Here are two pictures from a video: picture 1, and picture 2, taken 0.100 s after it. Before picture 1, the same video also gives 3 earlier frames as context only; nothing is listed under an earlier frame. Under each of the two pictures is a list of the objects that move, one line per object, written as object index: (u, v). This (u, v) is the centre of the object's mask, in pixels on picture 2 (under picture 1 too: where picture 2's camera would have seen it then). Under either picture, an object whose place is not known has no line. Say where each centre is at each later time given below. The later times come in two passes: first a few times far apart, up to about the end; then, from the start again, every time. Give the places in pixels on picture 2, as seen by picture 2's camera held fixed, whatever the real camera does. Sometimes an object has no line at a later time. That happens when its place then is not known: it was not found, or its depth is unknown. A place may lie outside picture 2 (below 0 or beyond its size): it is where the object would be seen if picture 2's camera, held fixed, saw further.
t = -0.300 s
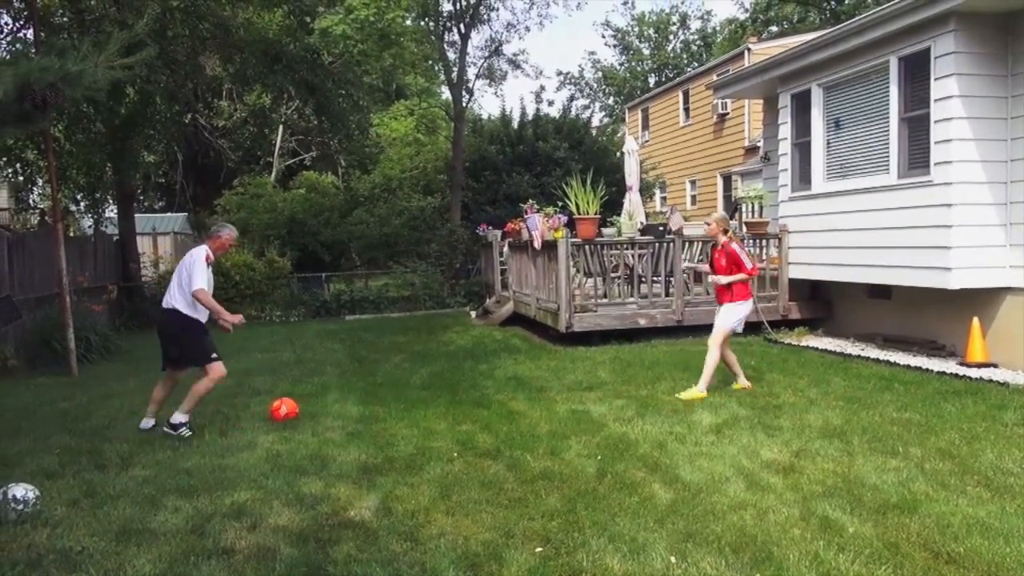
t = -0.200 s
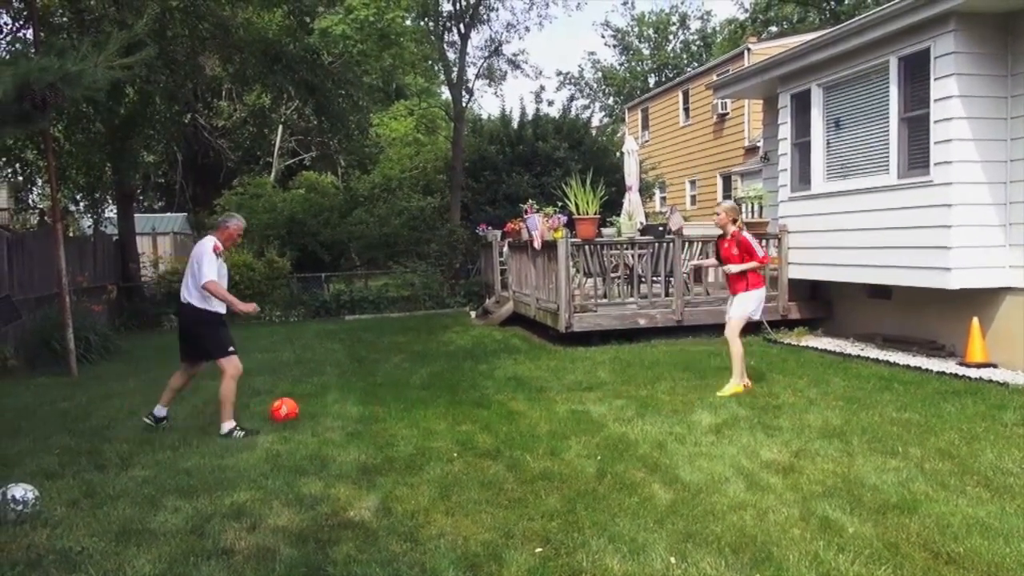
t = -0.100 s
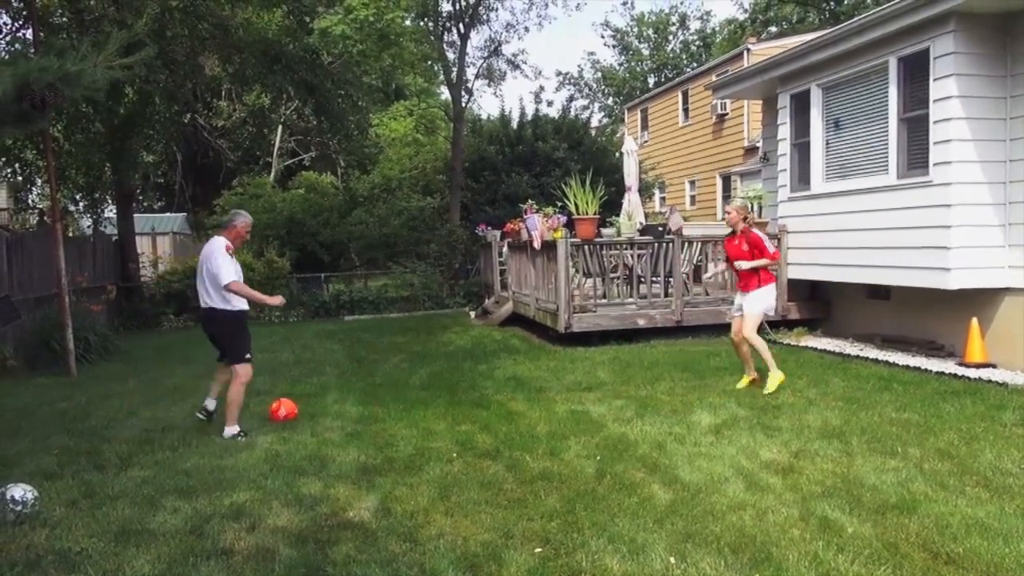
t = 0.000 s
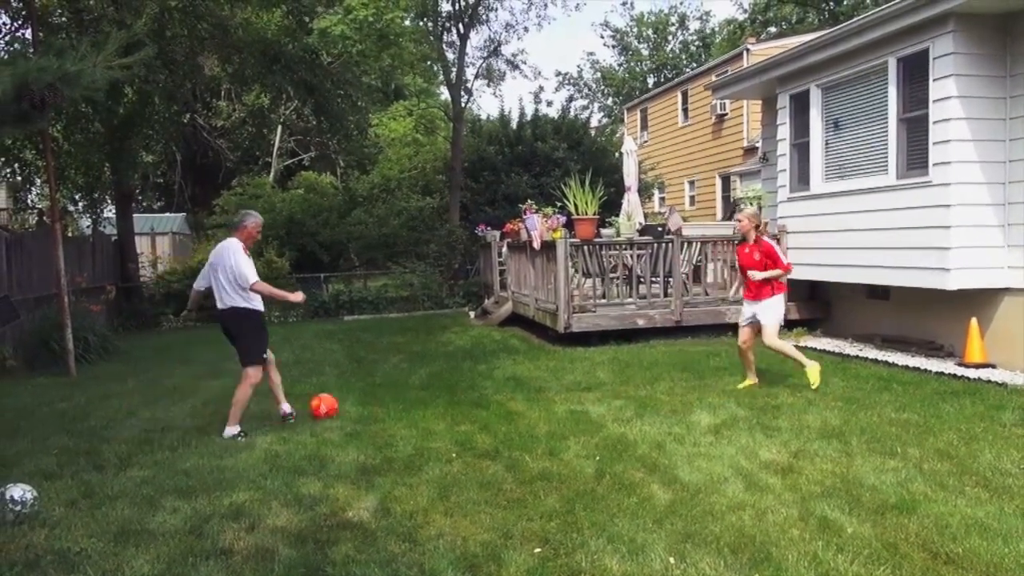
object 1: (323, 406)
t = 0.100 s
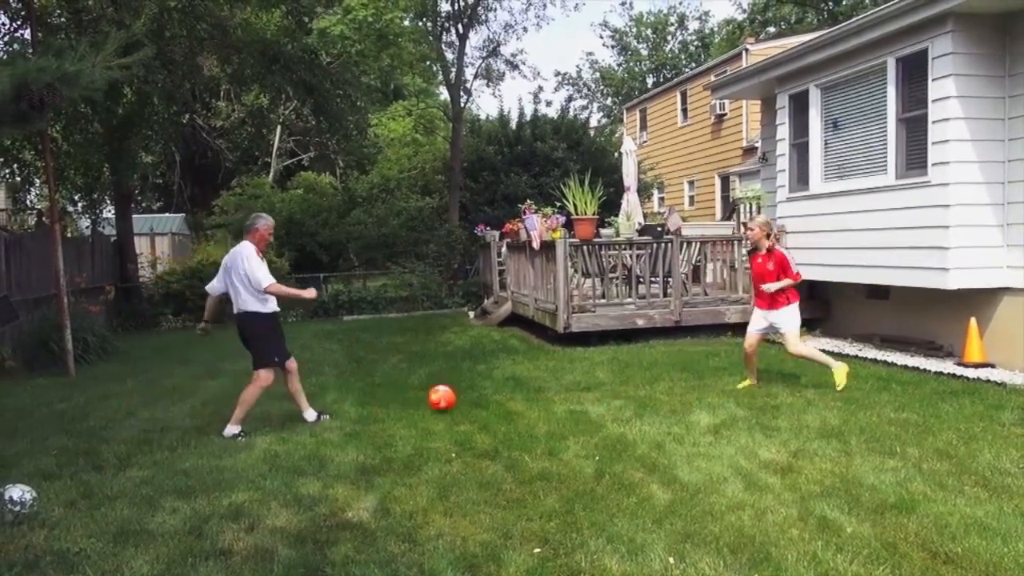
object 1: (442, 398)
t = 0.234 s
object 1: (582, 396)
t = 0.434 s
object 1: (706, 379)
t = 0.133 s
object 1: (480, 397)
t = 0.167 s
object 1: (517, 397)
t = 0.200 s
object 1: (551, 397)
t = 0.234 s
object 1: (582, 396)
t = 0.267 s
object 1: (603, 390)
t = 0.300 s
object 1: (624, 386)
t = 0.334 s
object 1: (645, 382)
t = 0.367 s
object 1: (666, 380)
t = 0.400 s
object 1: (686, 379)
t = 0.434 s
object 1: (706, 379)
